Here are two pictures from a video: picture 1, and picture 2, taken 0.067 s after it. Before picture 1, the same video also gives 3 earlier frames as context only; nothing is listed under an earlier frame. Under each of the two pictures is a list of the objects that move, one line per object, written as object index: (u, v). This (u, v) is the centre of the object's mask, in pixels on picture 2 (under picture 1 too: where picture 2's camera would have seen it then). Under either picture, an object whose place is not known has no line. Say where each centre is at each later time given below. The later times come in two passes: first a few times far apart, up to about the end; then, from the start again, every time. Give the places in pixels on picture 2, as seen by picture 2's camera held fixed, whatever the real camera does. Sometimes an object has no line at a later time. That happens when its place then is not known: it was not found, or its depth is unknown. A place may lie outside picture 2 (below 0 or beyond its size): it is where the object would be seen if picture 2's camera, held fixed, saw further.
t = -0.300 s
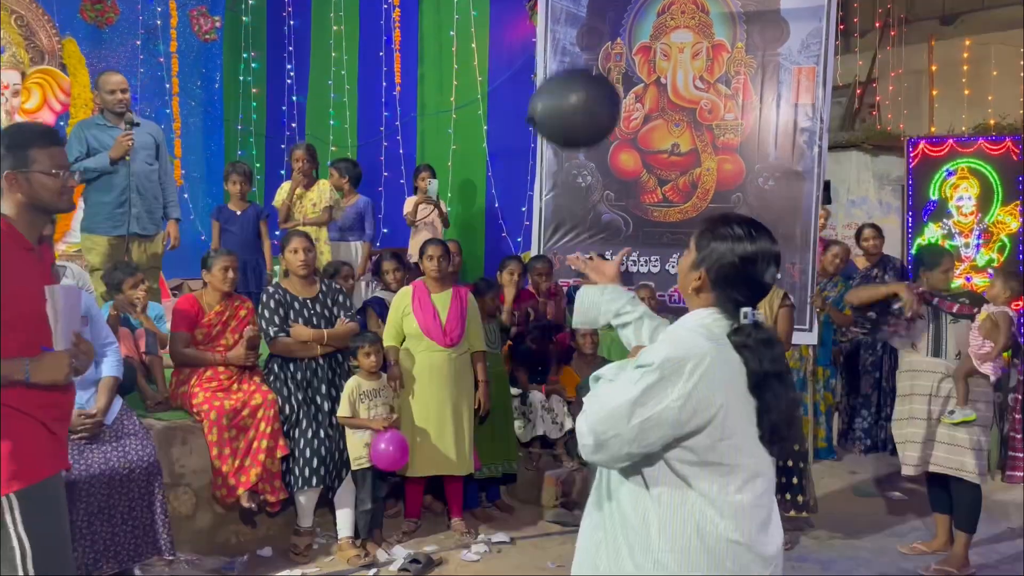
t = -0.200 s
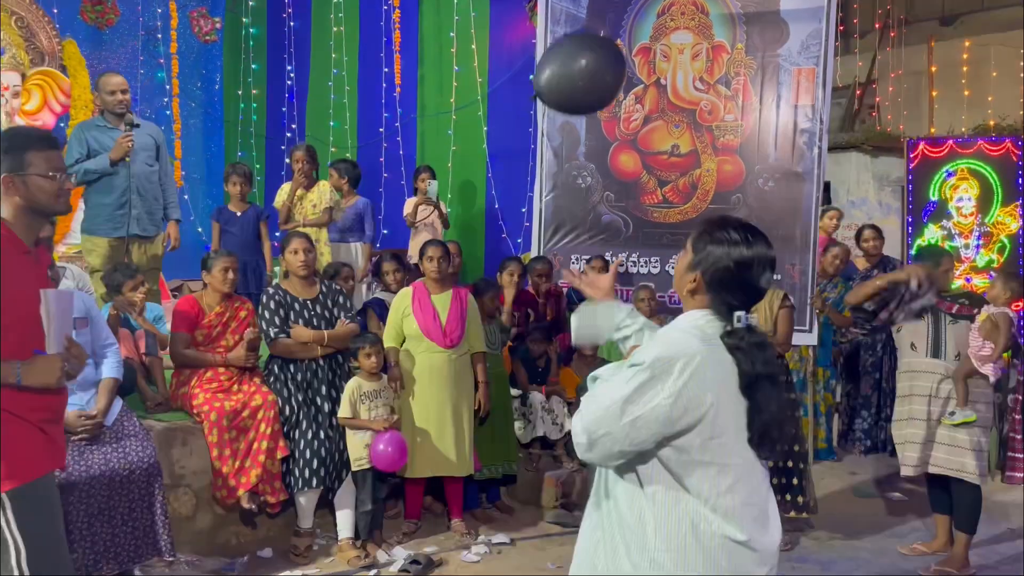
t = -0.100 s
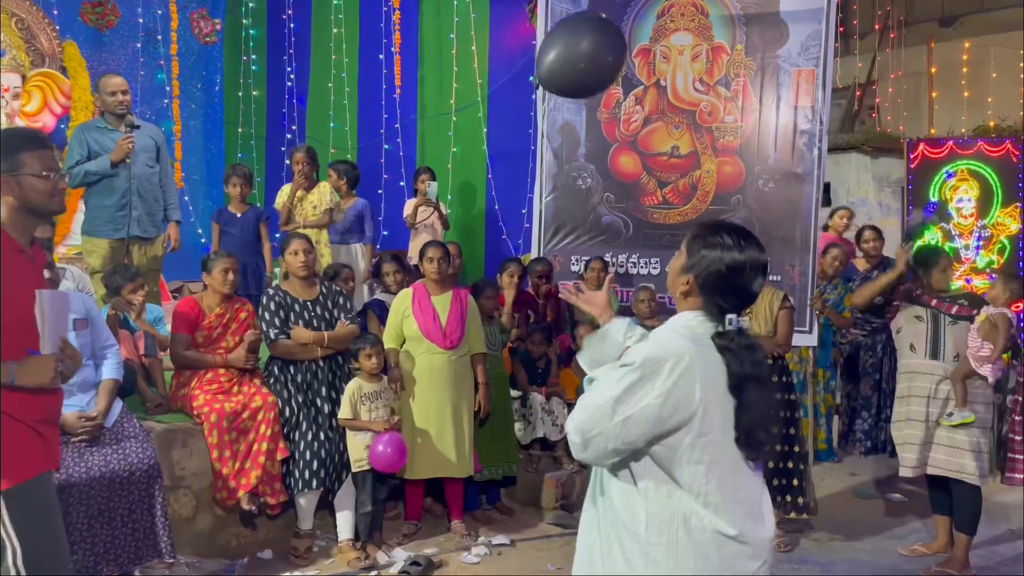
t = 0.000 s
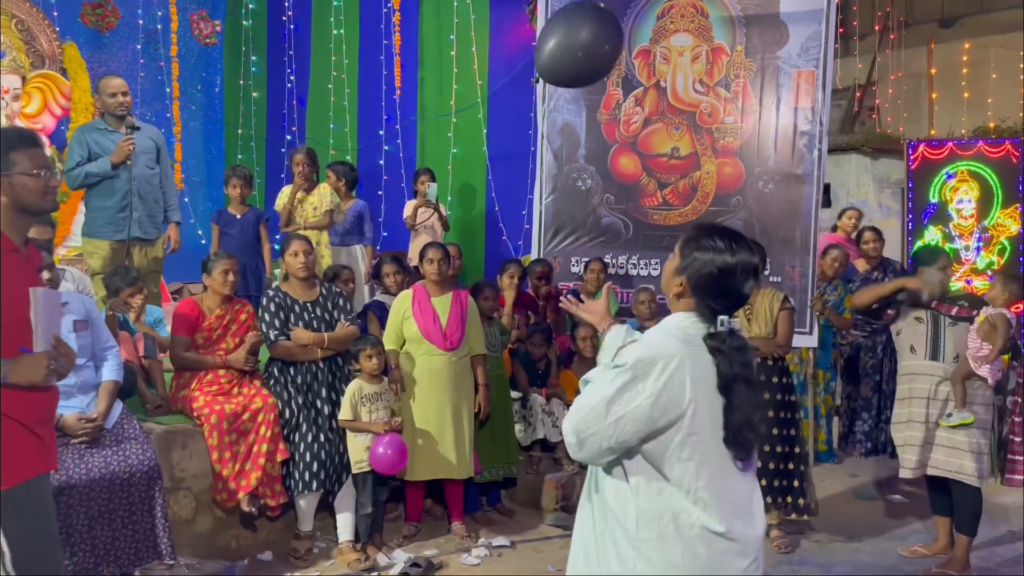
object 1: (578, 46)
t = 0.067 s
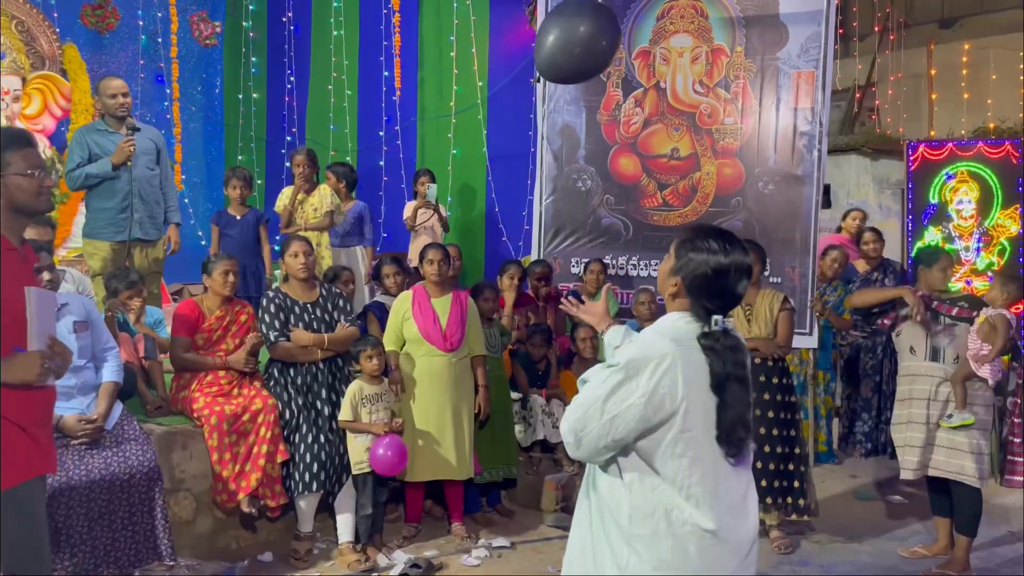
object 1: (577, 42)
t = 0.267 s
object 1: (568, 38)
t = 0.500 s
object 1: (553, 48)
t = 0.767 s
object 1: (535, 73)
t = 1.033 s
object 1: (520, 116)
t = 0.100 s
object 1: (576, 40)
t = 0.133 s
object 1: (574, 39)
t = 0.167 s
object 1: (573, 38)
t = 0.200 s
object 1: (572, 38)
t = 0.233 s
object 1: (570, 38)
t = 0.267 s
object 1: (568, 38)
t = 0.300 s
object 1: (566, 39)
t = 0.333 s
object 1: (564, 40)
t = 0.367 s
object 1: (562, 41)
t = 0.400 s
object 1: (560, 42)
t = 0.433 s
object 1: (558, 44)
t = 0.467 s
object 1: (555, 46)
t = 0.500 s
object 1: (553, 48)
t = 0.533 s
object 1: (551, 51)
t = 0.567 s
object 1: (549, 53)
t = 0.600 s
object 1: (546, 56)
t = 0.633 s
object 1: (544, 59)
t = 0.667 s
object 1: (542, 62)
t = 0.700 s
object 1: (540, 65)
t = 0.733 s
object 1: (537, 68)
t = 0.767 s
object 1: (535, 73)
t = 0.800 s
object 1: (533, 76)
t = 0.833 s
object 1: (531, 81)
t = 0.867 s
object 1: (529, 86)
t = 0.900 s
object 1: (527, 91)
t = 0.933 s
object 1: (525, 97)
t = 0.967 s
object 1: (524, 103)
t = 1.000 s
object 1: (522, 109)
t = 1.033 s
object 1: (520, 116)
